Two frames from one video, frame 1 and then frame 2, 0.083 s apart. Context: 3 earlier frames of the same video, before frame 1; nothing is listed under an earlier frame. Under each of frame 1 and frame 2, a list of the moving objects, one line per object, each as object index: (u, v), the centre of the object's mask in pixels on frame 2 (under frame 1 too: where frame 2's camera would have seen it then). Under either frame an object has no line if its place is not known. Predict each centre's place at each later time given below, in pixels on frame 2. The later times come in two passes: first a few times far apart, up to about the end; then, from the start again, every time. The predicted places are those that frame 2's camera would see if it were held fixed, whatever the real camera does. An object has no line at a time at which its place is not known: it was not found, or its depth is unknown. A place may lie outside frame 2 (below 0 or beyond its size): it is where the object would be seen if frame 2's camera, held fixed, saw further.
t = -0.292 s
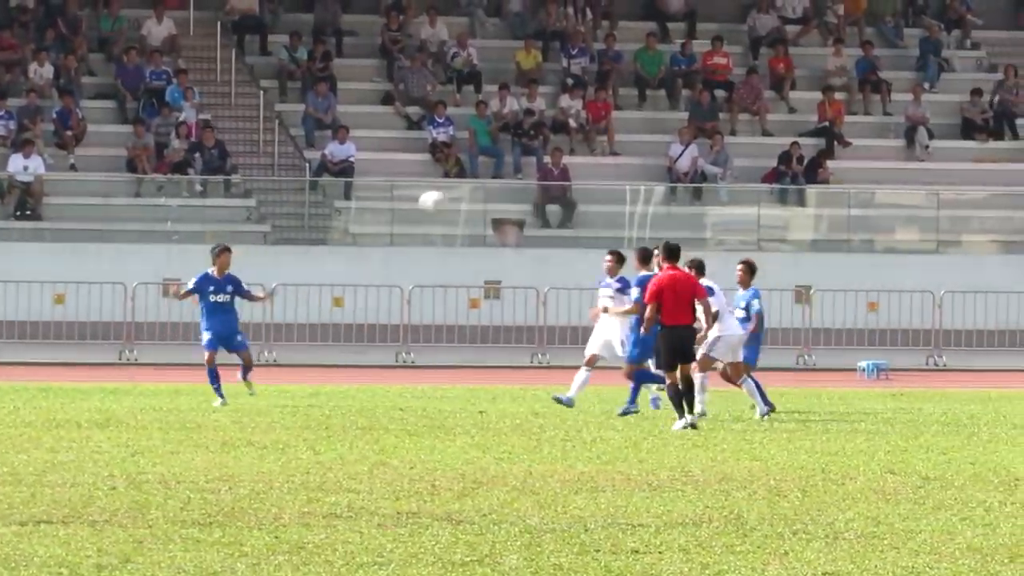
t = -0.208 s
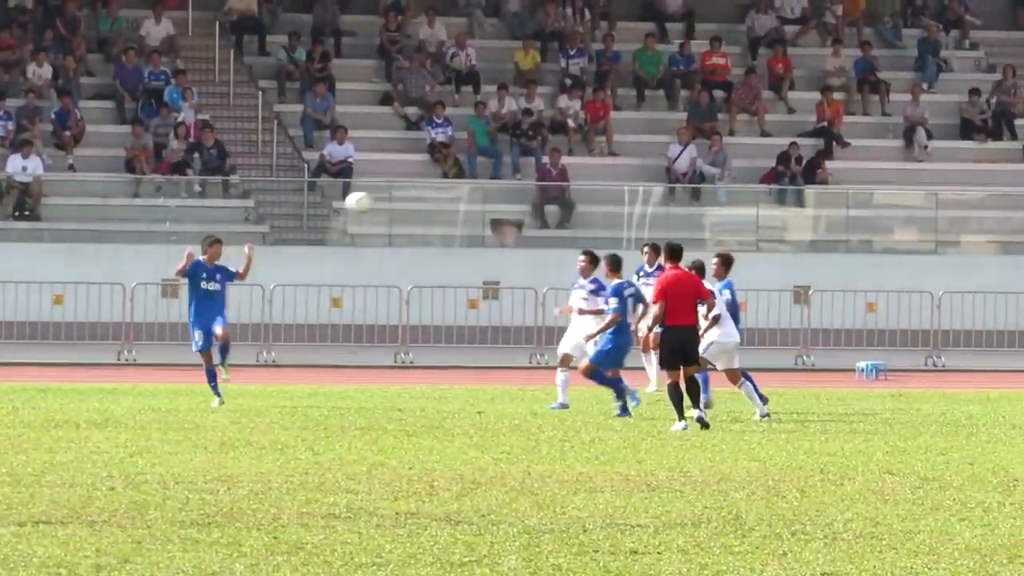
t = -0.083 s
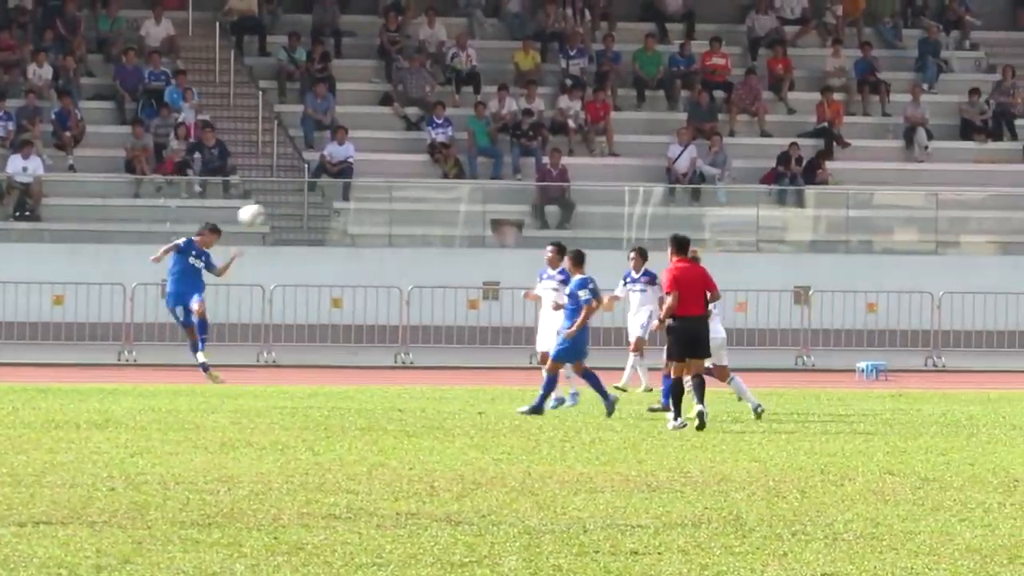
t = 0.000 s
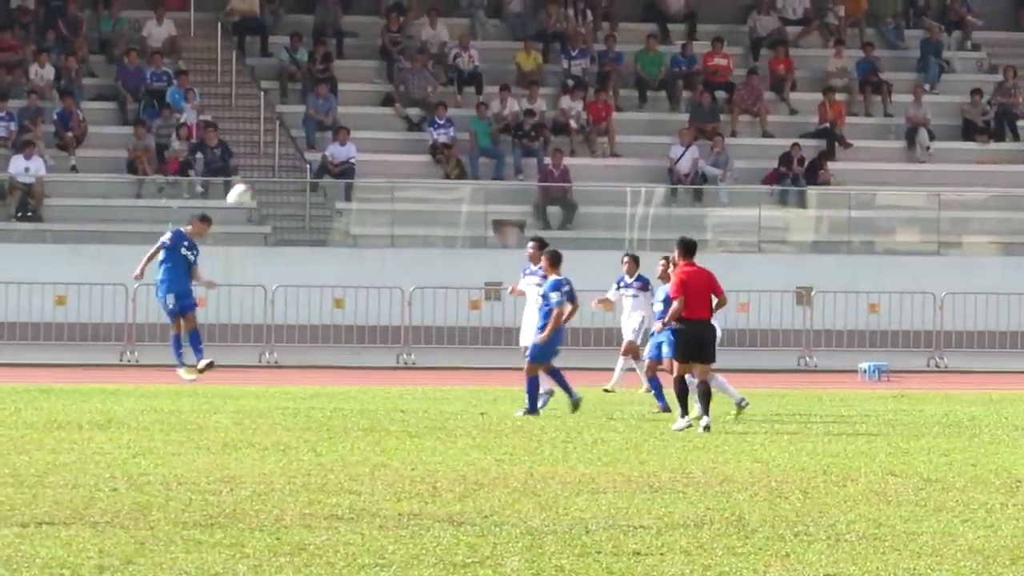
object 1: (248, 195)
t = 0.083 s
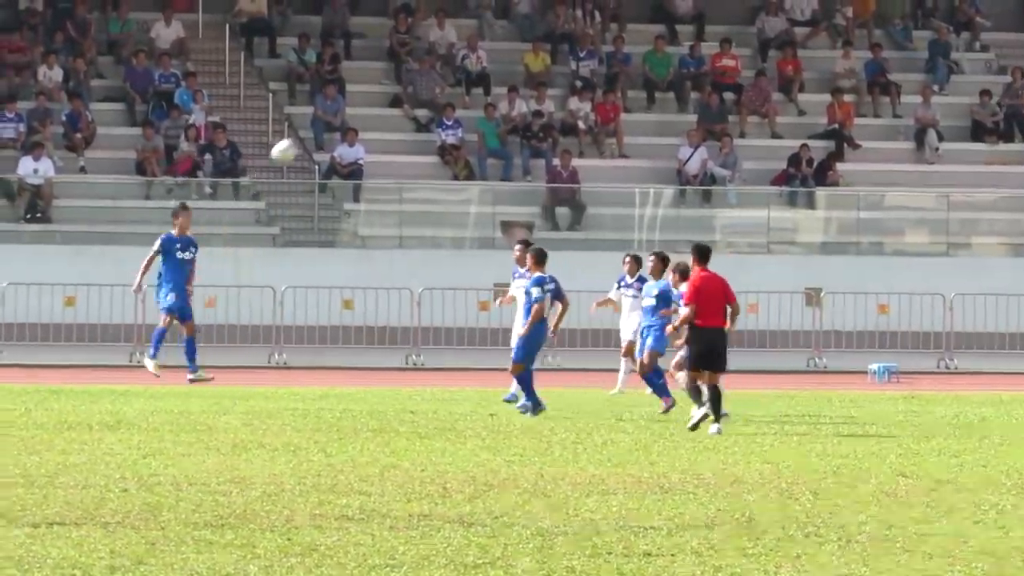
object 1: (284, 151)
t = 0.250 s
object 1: (356, 77)
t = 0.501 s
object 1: (467, 22)
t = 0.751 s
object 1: (576, 25)
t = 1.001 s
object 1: (683, 85)
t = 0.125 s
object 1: (302, 130)
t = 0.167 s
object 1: (320, 112)
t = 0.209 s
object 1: (339, 94)
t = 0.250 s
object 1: (356, 77)
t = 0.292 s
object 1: (376, 65)
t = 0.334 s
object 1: (394, 52)
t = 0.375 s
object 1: (412, 42)
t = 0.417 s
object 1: (430, 33)
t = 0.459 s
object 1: (448, 26)
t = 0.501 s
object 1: (467, 22)
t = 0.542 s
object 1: (485, 18)
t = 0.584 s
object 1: (503, 17)
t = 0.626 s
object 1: (521, 16)
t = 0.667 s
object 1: (539, 17)
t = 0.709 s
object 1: (557, 20)
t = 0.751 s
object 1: (576, 25)
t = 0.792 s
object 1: (594, 30)
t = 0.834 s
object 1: (612, 38)
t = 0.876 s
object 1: (630, 47)
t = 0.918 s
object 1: (647, 58)
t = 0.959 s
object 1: (665, 70)
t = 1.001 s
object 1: (683, 85)
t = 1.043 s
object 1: (701, 100)
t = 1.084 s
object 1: (720, 118)
